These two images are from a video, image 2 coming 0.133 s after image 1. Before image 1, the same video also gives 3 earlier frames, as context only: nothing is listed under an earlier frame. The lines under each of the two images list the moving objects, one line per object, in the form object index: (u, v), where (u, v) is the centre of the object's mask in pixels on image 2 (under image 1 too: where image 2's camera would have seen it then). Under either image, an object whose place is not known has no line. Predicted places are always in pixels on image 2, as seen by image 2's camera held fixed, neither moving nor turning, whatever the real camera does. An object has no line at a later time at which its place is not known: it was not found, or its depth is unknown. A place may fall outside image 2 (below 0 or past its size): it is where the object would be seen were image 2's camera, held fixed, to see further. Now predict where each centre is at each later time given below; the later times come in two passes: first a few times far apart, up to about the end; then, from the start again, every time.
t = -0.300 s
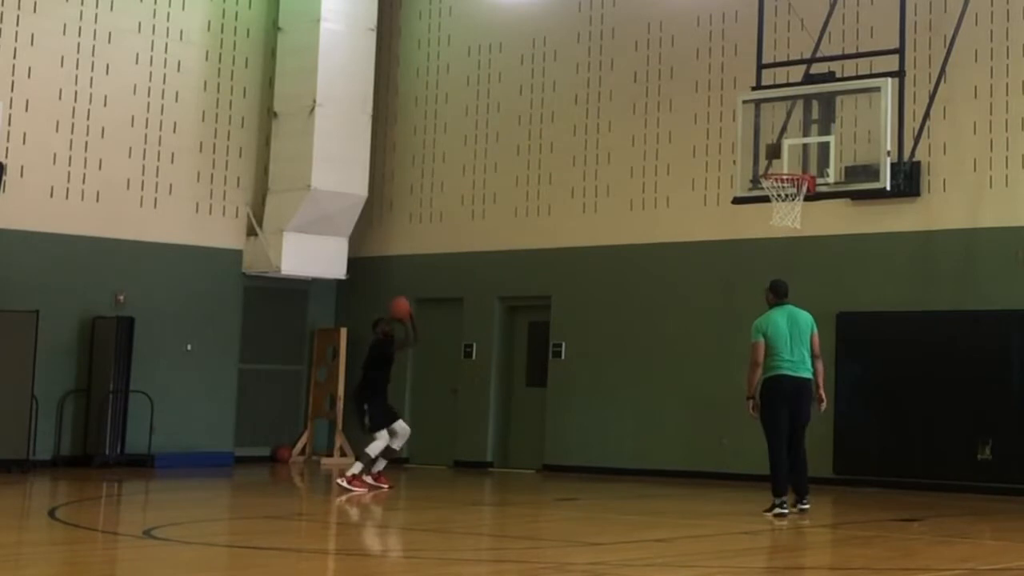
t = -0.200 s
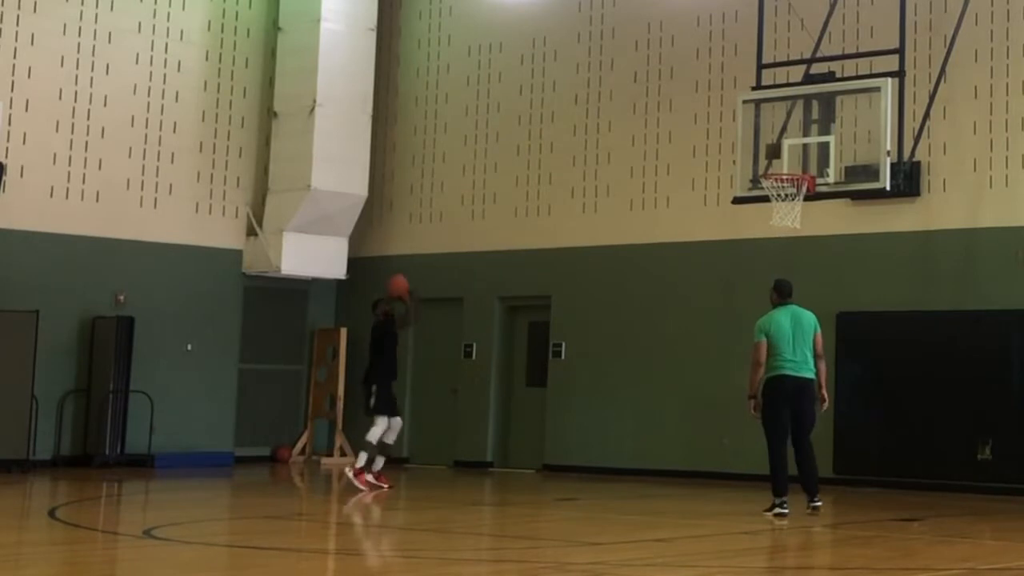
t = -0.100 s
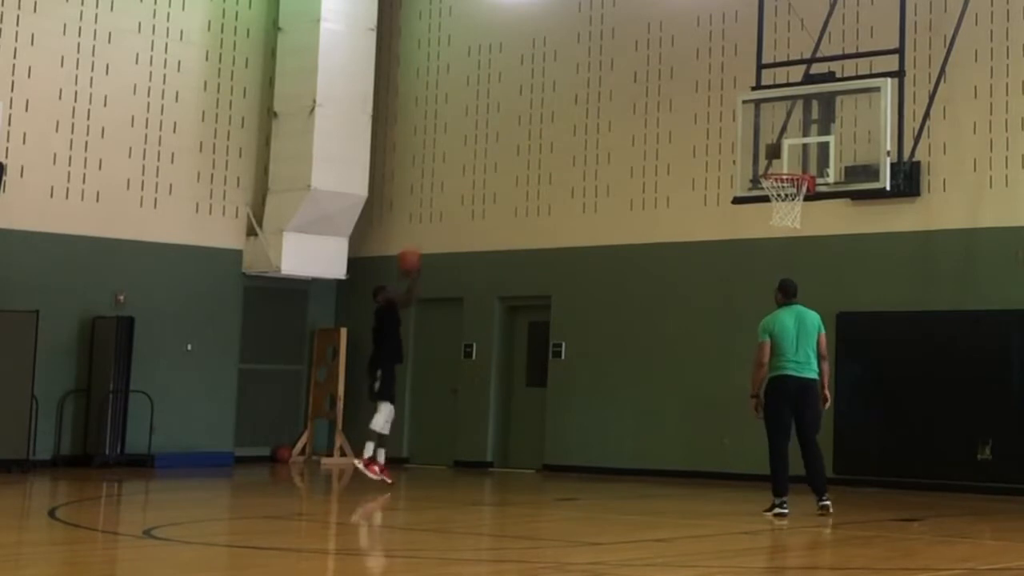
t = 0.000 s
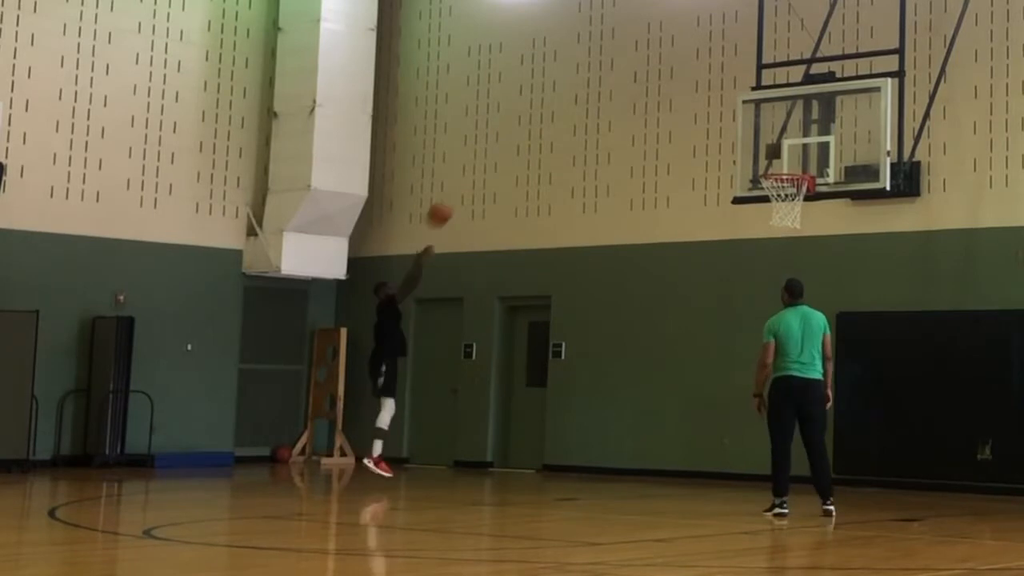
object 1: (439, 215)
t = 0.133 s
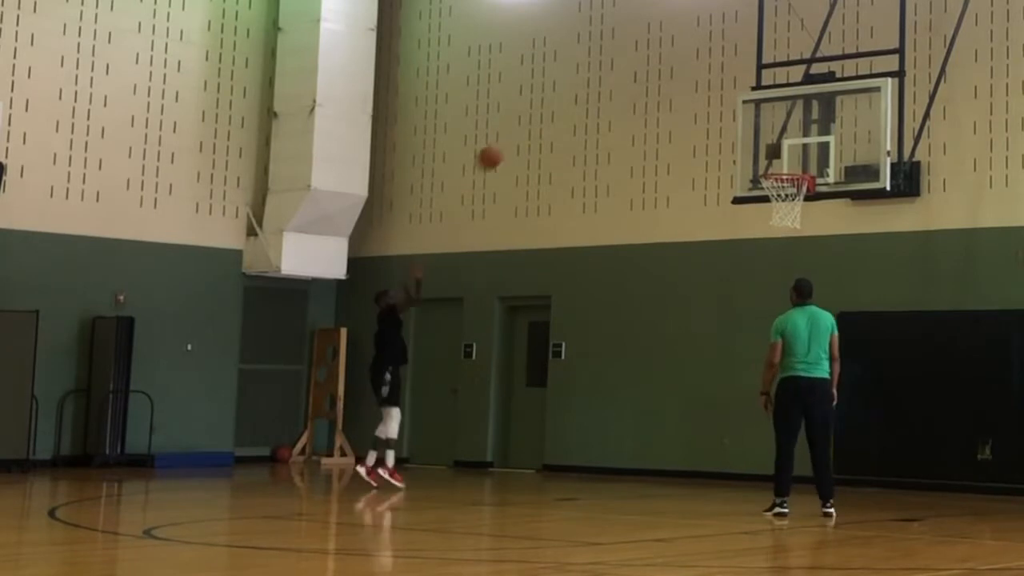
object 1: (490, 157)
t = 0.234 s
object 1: (526, 126)
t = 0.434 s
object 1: (600, 89)
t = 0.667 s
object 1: (687, 94)
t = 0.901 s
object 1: (775, 152)
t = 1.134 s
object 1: (797, 195)
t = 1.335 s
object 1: (815, 223)
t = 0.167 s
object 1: (501, 146)
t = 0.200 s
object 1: (514, 136)
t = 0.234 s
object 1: (526, 126)
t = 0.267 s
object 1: (539, 118)
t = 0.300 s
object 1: (550, 110)
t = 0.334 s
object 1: (563, 104)
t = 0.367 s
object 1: (576, 98)
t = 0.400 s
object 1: (588, 93)
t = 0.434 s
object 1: (600, 89)
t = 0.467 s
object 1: (613, 87)
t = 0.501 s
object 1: (625, 85)
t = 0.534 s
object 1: (637, 85)
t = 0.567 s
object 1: (650, 85)
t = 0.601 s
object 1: (662, 87)
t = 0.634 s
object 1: (675, 90)
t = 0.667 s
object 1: (687, 94)
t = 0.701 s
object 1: (700, 99)
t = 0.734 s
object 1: (712, 105)
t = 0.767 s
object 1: (725, 112)
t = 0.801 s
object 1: (737, 120)
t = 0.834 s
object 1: (751, 129)
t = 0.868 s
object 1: (765, 141)
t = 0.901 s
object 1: (775, 152)
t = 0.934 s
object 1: (790, 164)
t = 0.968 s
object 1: (792, 171)
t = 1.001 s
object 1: (777, 174)
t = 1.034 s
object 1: (773, 183)
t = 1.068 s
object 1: (781, 187)
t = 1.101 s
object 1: (786, 190)
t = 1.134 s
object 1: (797, 195)
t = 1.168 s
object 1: (802, 204)
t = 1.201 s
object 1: (806, 207)
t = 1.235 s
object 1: (809, 210)
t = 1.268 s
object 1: (811, 214)
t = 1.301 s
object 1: (813, 217)
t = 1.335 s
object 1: (815, 223)
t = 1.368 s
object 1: (817, 230)
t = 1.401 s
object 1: (819, 239)
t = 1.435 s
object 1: (822, 249)
